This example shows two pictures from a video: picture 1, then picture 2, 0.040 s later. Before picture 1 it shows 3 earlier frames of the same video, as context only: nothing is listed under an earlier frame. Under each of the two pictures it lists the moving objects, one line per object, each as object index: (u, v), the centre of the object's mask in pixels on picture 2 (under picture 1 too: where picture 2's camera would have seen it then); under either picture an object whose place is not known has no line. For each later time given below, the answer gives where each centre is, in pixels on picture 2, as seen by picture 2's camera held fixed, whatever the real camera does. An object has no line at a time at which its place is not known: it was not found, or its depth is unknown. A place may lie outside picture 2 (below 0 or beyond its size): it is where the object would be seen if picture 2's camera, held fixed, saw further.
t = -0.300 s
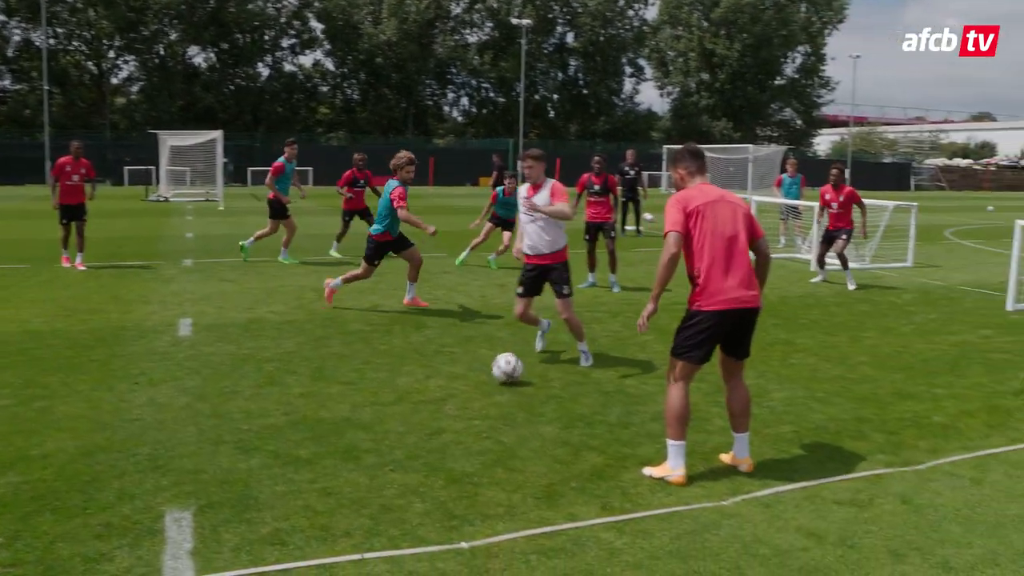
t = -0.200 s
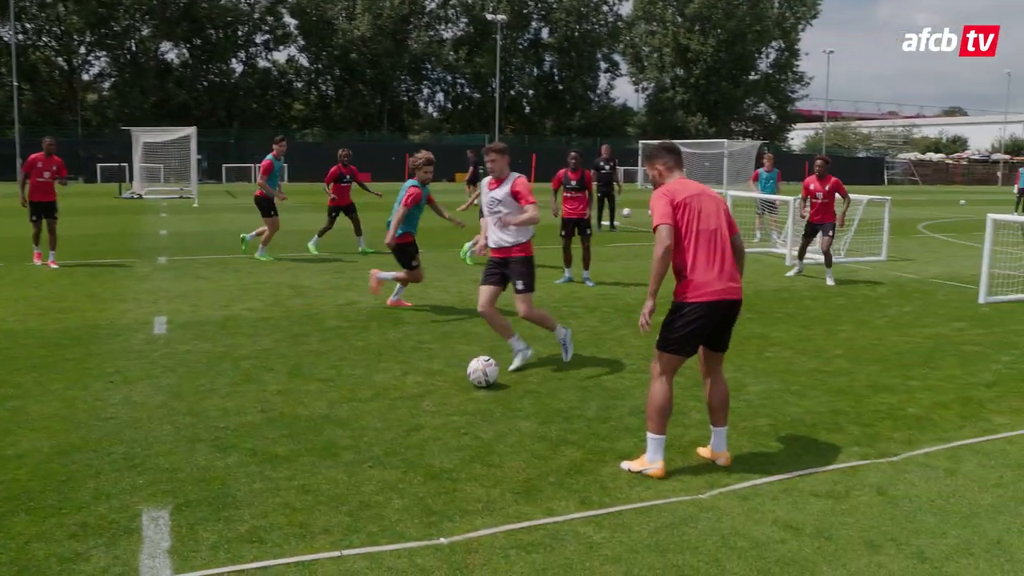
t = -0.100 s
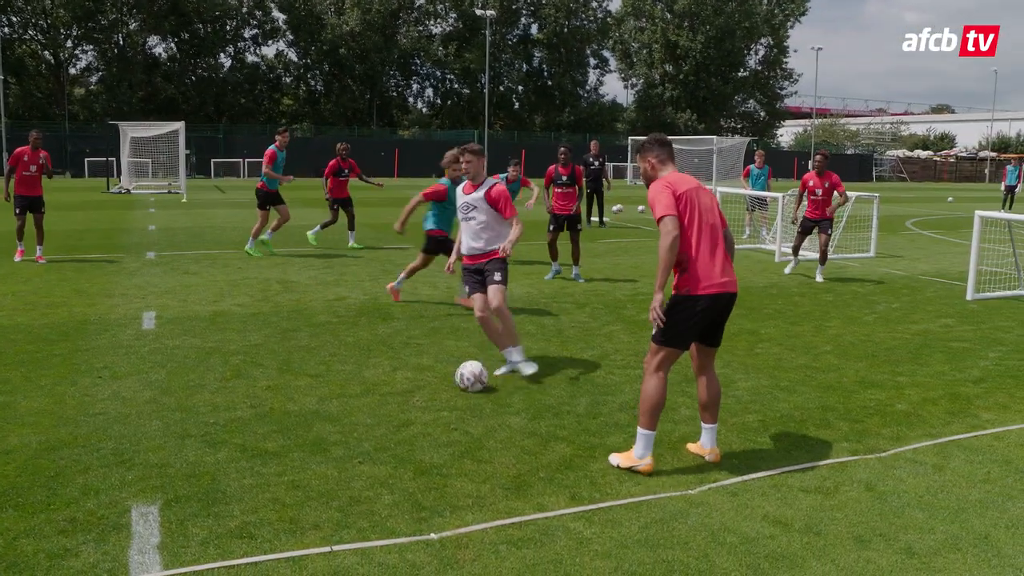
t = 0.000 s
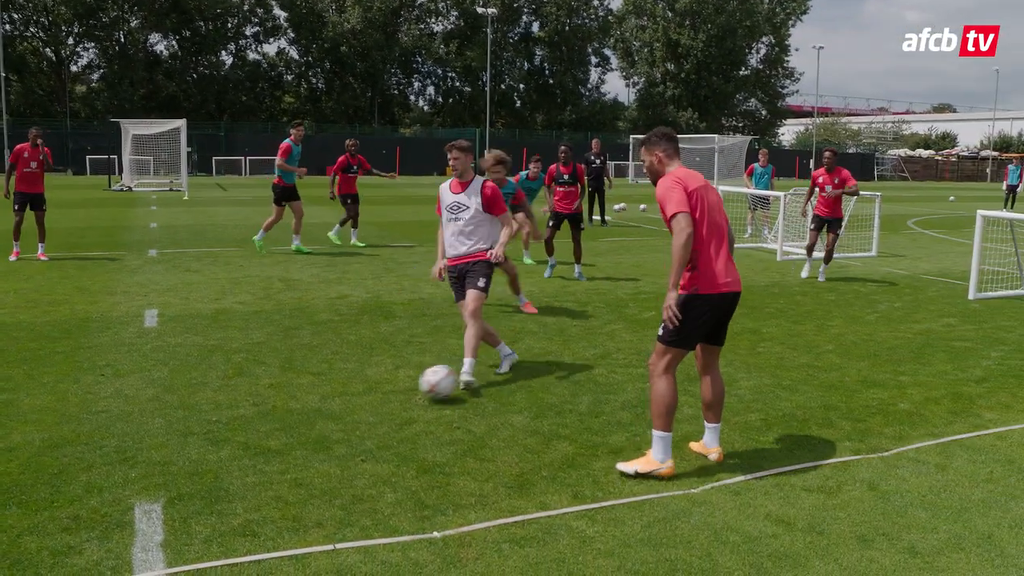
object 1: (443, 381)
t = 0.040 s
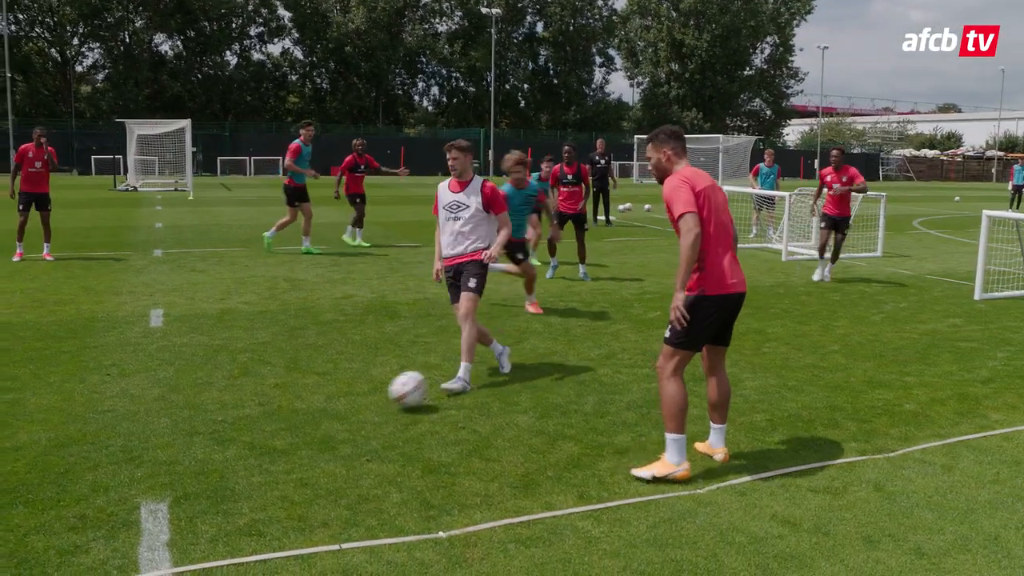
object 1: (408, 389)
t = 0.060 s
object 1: (389, 394)
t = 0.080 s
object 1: (371, 399)
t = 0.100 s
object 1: (352, 406)
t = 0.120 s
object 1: (331, 413)
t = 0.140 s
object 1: (311, 418)
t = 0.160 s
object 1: (292, 421)
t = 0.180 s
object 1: (271, 424)
